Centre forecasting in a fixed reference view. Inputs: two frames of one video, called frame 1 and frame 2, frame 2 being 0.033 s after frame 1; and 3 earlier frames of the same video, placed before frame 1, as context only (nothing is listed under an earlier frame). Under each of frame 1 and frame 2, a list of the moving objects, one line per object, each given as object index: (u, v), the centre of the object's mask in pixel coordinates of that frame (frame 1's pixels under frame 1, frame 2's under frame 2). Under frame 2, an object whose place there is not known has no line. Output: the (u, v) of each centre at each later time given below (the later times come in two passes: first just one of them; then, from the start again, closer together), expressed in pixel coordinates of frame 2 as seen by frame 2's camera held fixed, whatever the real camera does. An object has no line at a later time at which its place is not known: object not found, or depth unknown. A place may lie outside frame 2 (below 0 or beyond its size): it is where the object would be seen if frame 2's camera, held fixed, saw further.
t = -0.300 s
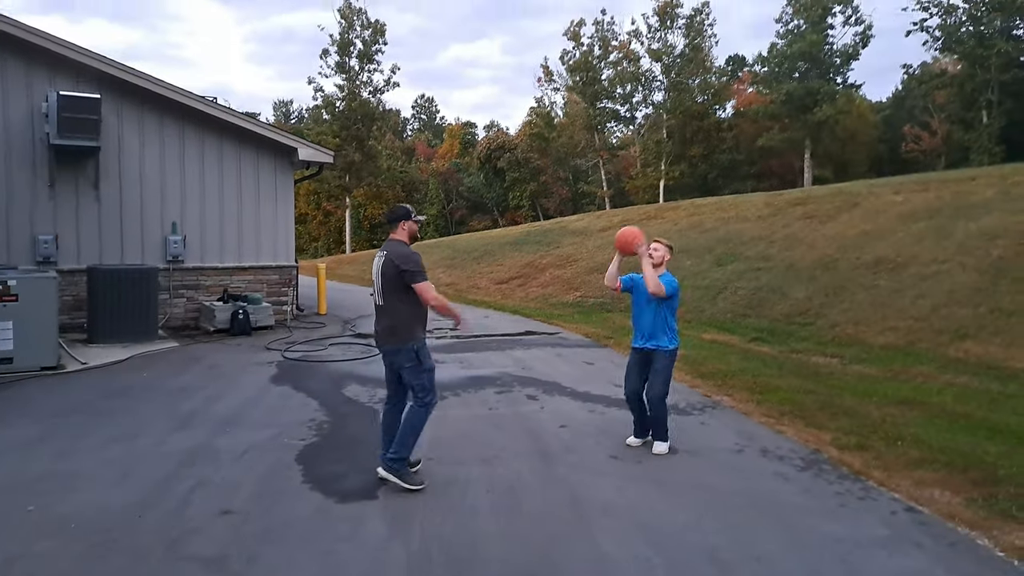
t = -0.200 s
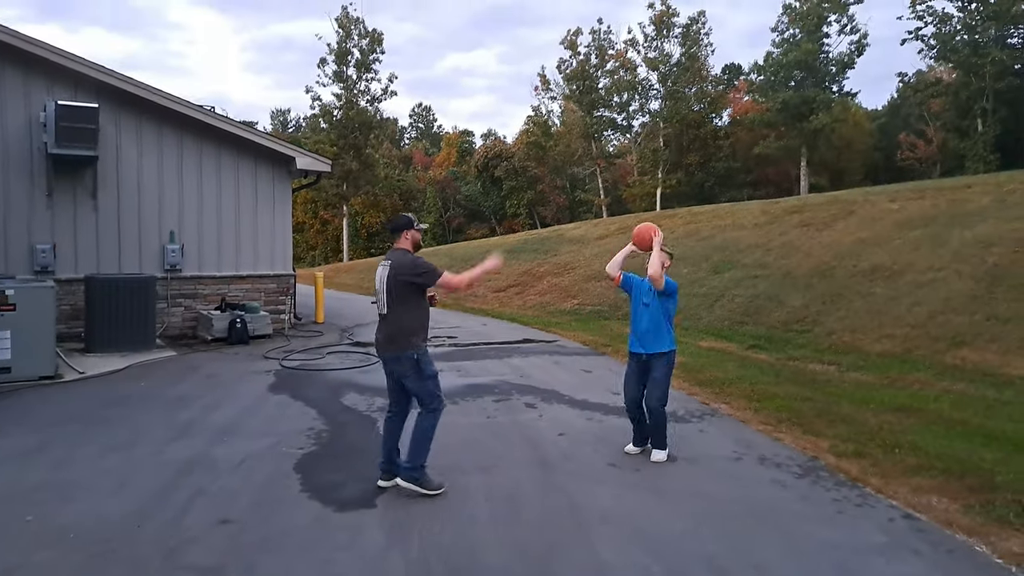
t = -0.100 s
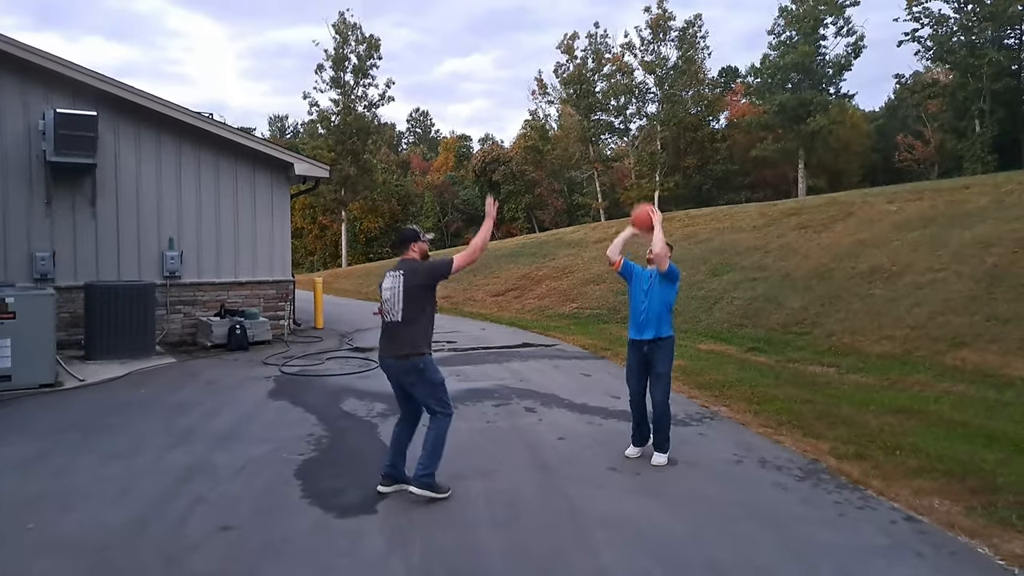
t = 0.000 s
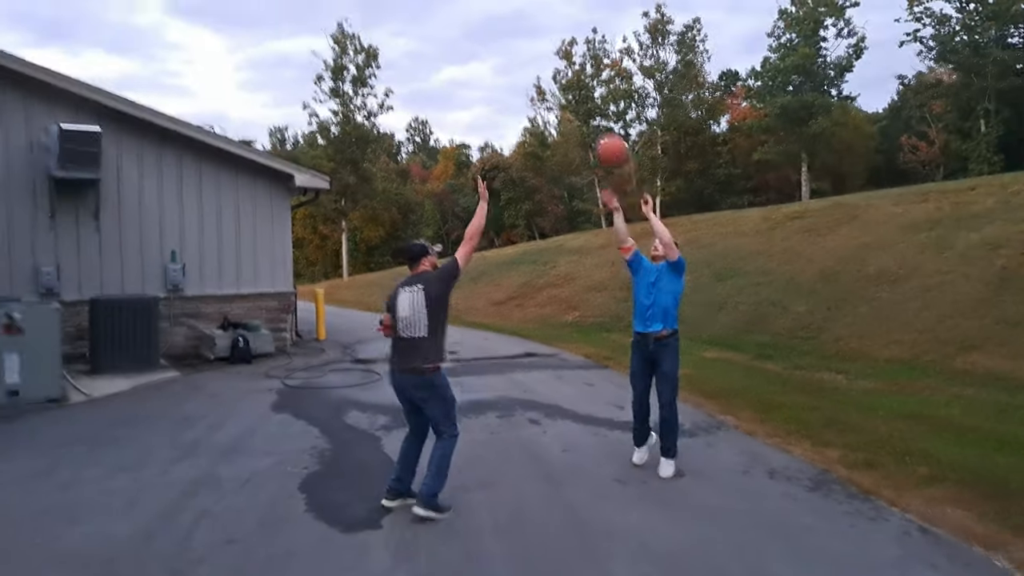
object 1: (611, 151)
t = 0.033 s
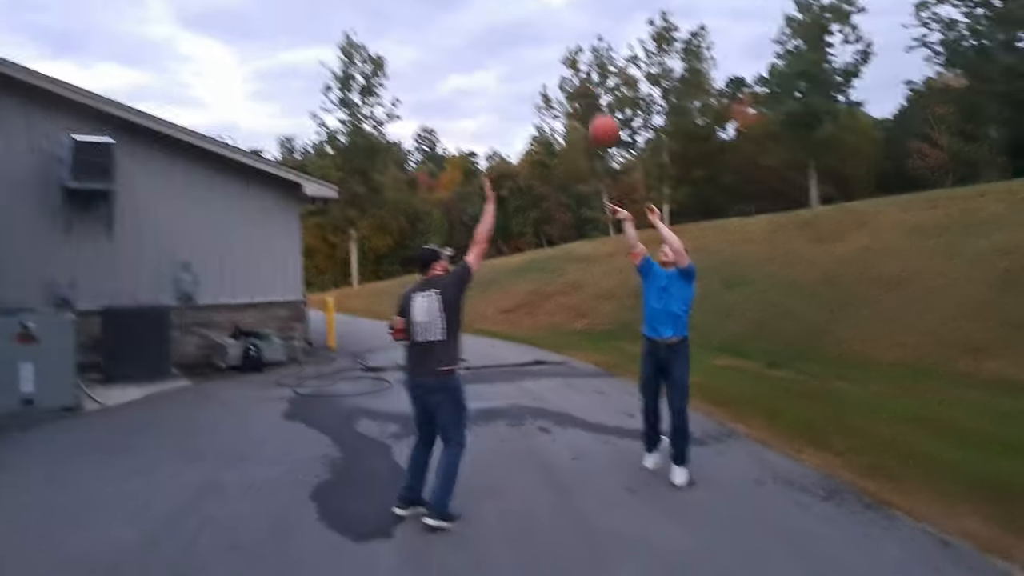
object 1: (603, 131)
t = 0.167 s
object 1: (533, 22)
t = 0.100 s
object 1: (570, 75)
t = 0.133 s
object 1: (552, 47)
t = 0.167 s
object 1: (533, 22)
